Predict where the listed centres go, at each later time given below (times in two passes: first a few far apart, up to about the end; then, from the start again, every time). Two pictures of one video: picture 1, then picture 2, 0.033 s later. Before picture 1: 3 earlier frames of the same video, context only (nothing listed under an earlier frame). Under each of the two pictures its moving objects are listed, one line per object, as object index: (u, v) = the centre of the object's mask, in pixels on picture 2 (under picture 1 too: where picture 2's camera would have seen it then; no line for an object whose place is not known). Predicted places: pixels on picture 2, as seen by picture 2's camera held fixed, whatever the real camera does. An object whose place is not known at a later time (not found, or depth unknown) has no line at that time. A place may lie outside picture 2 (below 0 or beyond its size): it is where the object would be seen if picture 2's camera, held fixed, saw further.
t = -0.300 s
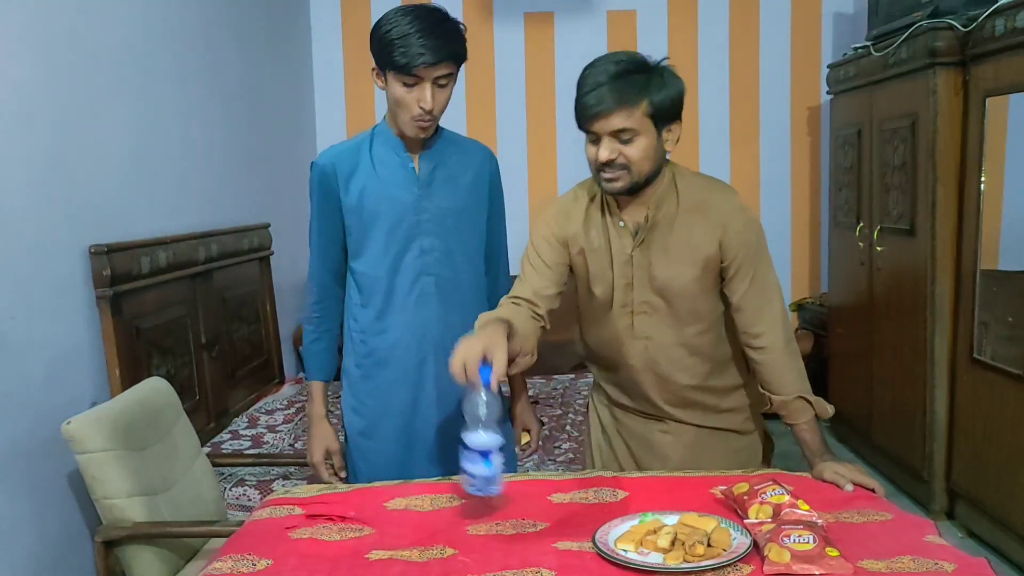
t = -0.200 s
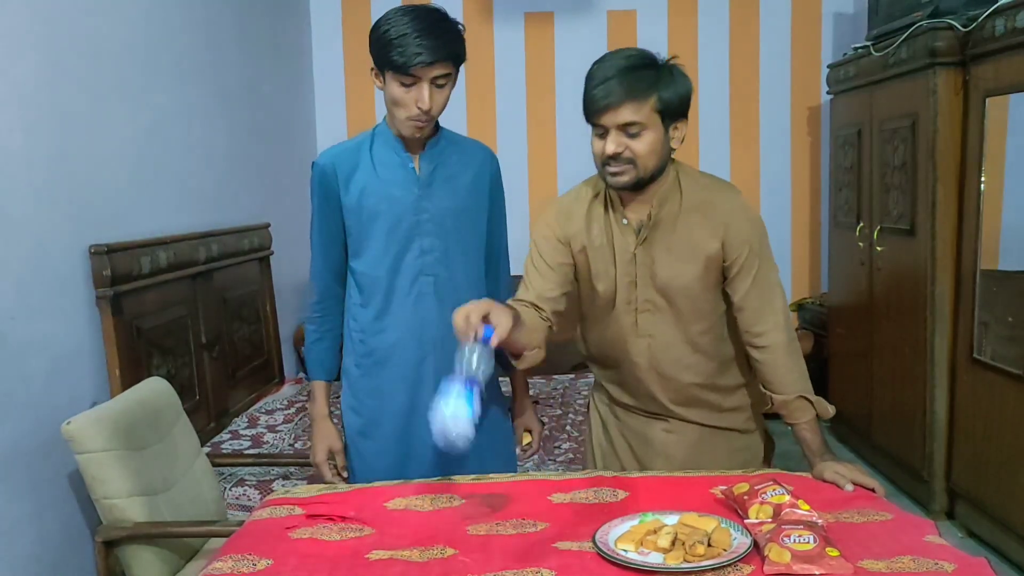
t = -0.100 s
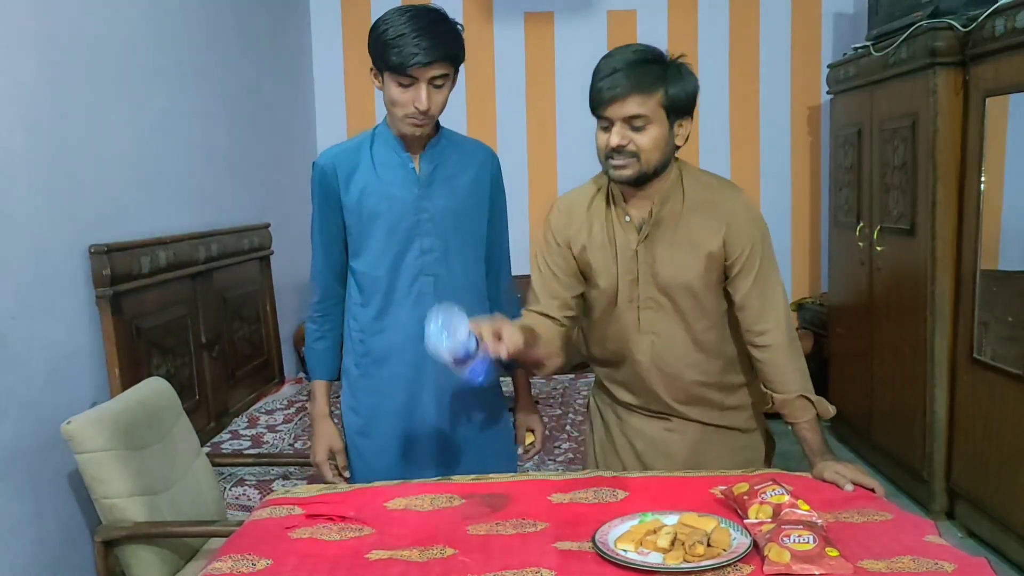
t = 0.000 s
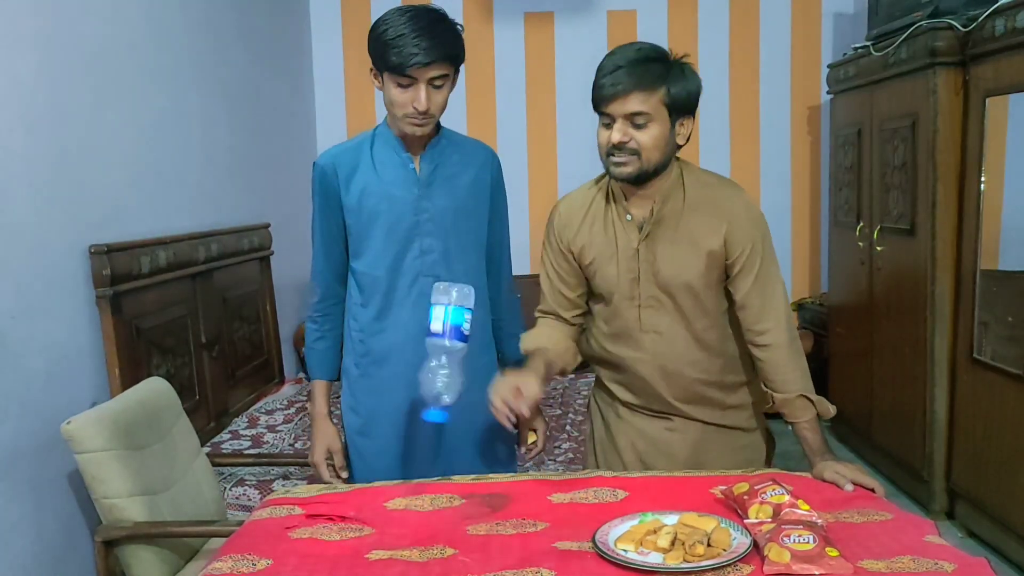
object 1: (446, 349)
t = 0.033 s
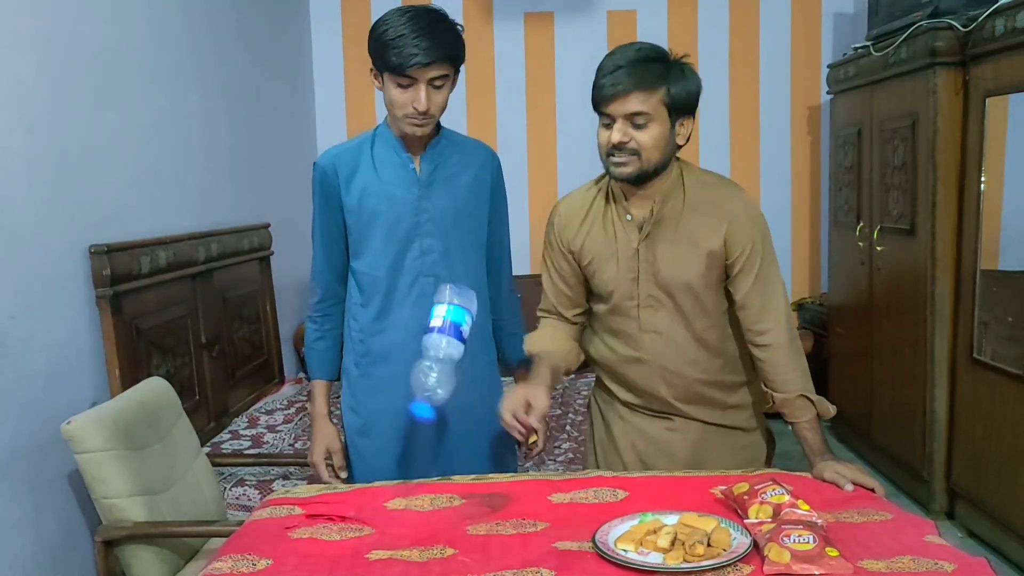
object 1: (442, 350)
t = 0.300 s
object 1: (472, 502)
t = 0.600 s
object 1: (536, 543)
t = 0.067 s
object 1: (441, 352)
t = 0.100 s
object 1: (443, 361)
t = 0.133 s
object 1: (447, 382)
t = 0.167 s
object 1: (451, 411)
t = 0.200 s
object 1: (455, 449)
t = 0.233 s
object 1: (460, 490)
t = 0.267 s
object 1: (466, 505)
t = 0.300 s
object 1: (472, 502)
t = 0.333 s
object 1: (477, 501)
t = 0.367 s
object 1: (482, 500)
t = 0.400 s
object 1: (488, 500)
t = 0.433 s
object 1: (495, 501)
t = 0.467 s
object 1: (502, 504)
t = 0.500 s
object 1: (511, 508)
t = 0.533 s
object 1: (523, 519)
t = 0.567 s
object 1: (533, 532)
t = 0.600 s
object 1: (536, 543)
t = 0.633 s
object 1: (535, 541)
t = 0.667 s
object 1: (536, 540)
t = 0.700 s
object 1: (536, 541)
